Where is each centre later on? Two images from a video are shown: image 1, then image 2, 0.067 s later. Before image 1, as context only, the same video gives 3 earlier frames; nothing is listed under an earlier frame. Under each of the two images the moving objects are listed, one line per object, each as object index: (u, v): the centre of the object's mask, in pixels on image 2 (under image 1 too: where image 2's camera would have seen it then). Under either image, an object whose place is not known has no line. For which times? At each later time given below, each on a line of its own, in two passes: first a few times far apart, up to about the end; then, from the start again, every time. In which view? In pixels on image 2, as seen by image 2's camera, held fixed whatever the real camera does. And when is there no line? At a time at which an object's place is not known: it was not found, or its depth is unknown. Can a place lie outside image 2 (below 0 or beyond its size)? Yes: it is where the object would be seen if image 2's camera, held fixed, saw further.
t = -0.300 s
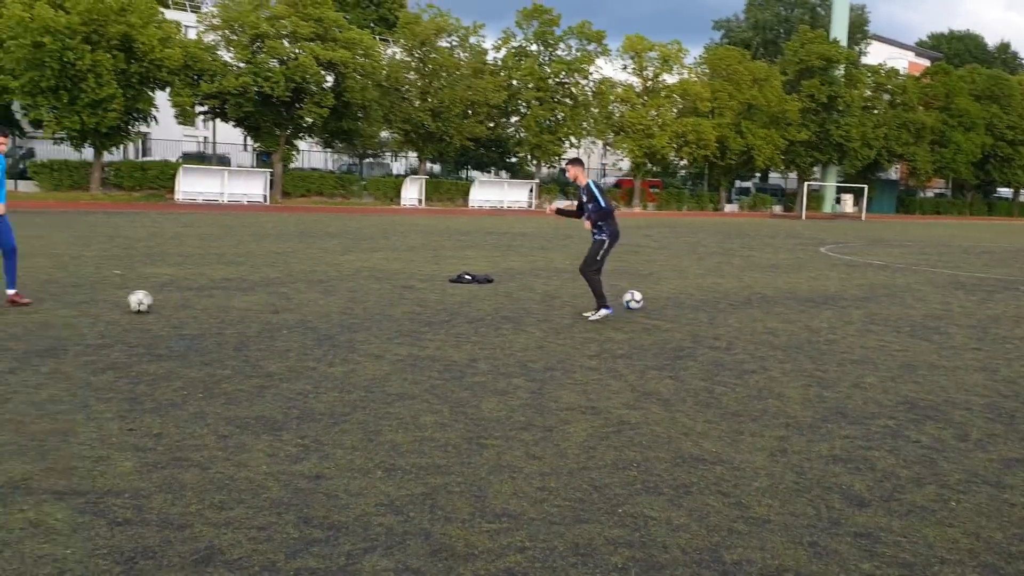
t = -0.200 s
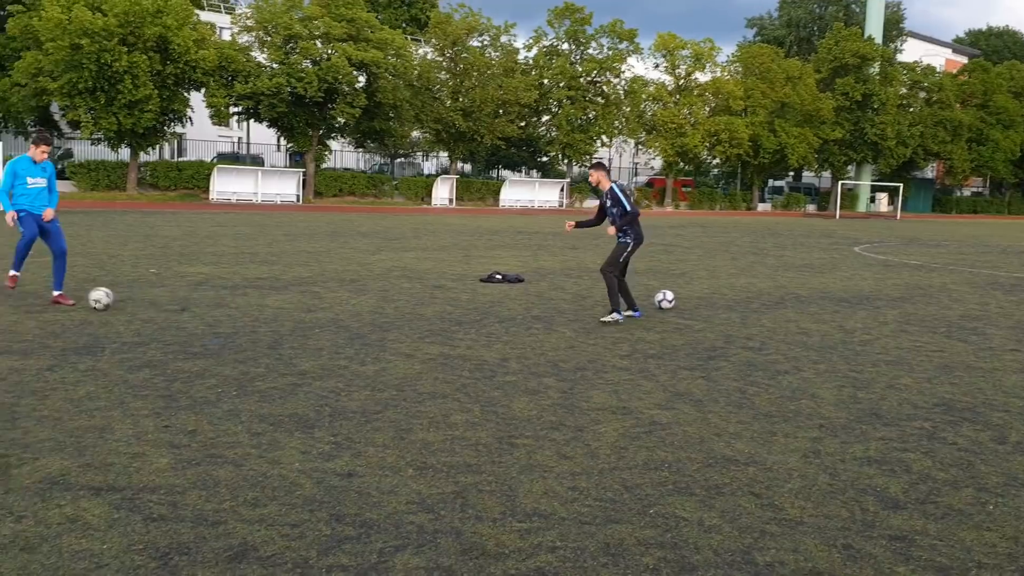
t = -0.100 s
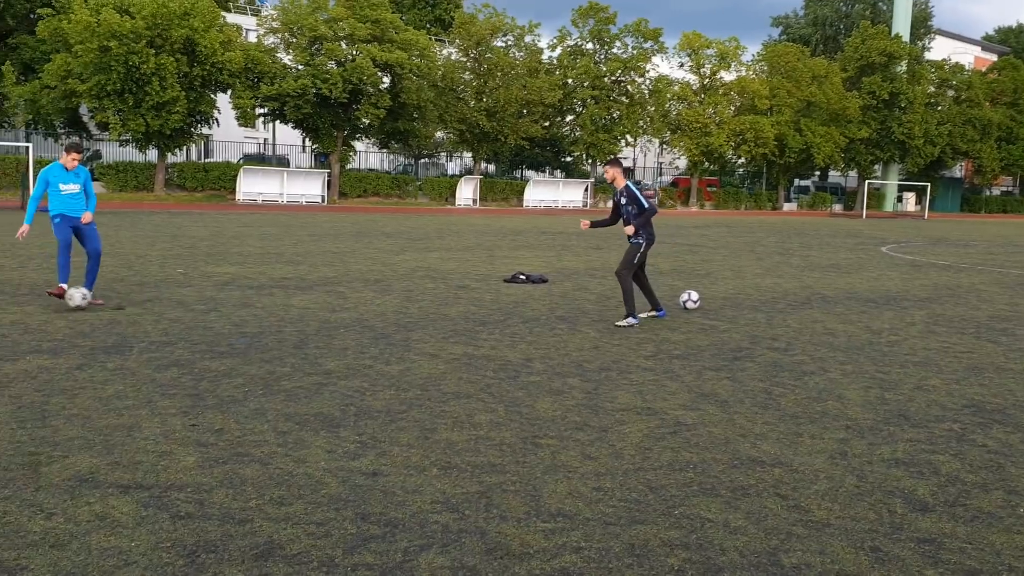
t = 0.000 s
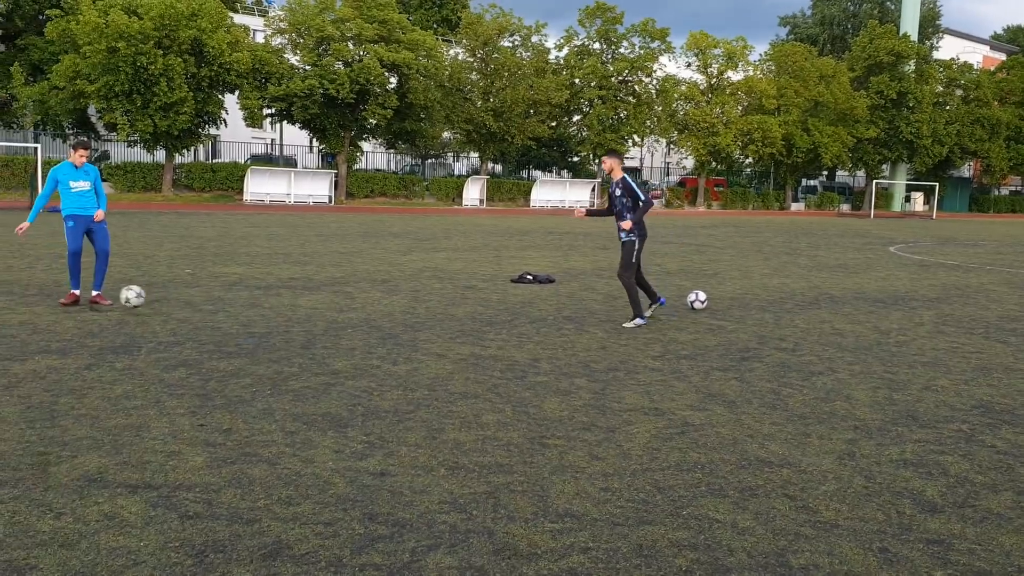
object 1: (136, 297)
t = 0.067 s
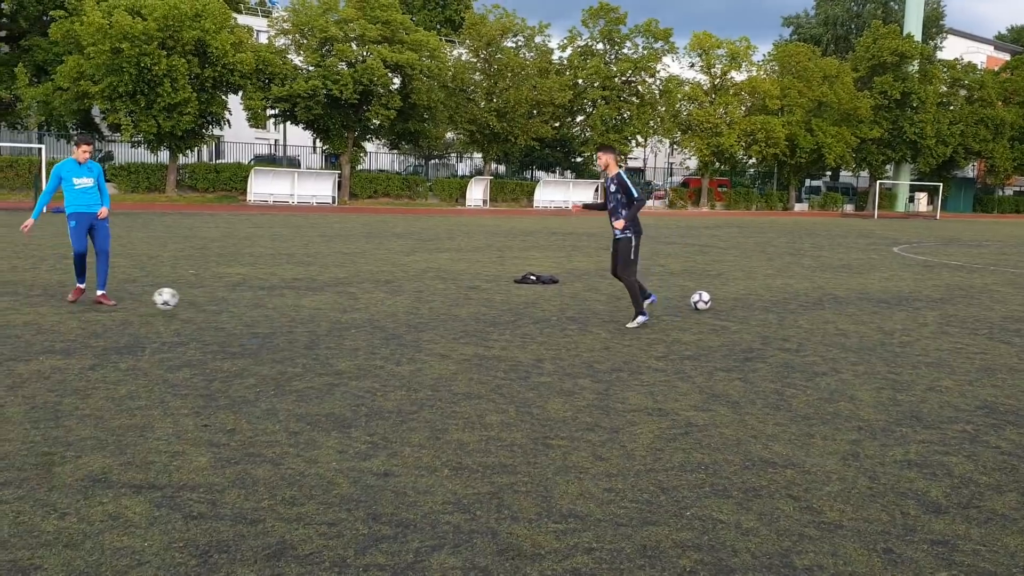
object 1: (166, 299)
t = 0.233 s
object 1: (234, 304)
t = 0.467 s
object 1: (311, 315)
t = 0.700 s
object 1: (381, 321)
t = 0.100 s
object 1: (180, 301)
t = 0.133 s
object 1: (196, 305)
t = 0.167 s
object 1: (209, 307)
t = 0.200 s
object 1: (221, 305)
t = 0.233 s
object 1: (234, 304)
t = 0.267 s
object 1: (245, 305)
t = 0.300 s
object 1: (257, 307)
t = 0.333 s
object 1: (269, 311)
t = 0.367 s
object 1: (280, 313)
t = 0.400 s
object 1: (291, 312)
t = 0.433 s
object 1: (300, 314)
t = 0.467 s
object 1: (311, 315)
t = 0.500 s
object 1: (320, 316)
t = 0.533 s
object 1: (330, 317)
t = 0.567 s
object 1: (340, 317)
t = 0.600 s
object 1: (351, 317)
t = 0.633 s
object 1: (361, 319)
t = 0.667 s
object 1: (372, 320)
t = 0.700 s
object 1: (381, 321)
